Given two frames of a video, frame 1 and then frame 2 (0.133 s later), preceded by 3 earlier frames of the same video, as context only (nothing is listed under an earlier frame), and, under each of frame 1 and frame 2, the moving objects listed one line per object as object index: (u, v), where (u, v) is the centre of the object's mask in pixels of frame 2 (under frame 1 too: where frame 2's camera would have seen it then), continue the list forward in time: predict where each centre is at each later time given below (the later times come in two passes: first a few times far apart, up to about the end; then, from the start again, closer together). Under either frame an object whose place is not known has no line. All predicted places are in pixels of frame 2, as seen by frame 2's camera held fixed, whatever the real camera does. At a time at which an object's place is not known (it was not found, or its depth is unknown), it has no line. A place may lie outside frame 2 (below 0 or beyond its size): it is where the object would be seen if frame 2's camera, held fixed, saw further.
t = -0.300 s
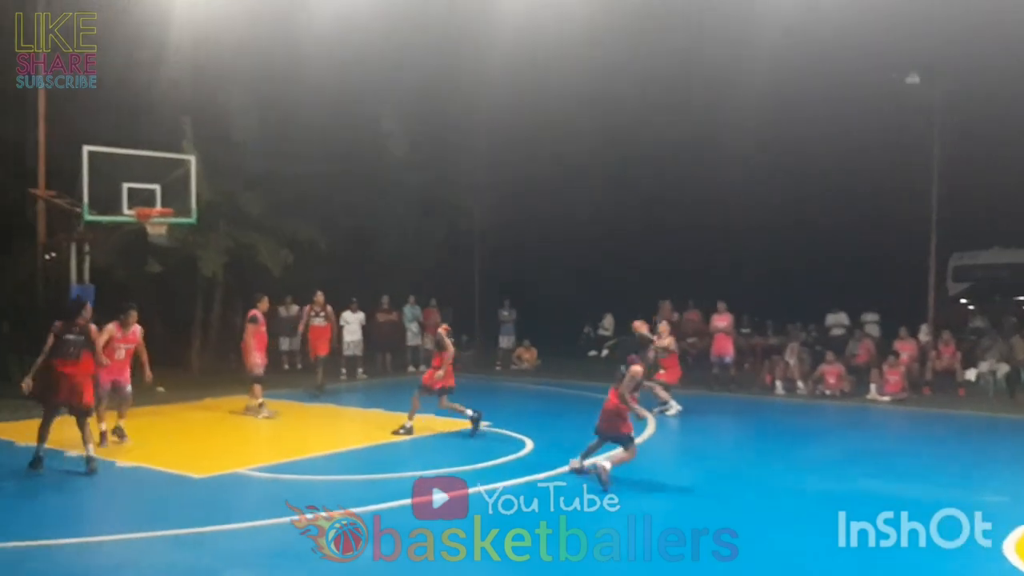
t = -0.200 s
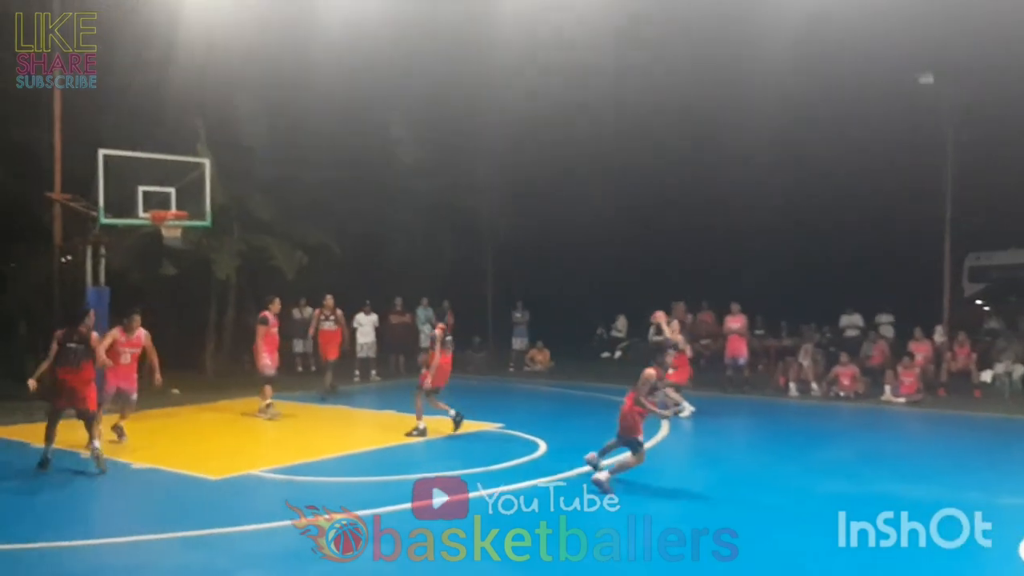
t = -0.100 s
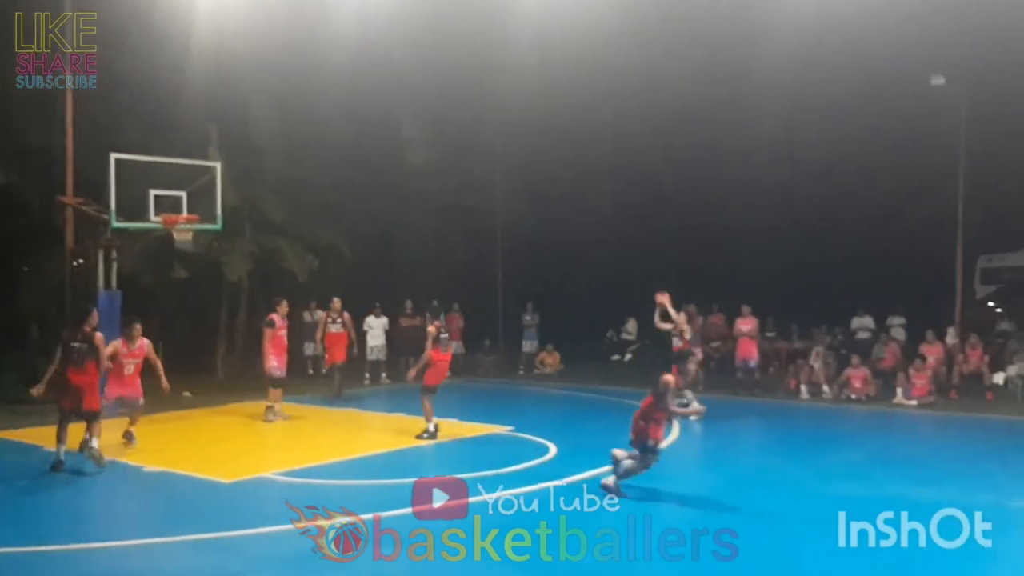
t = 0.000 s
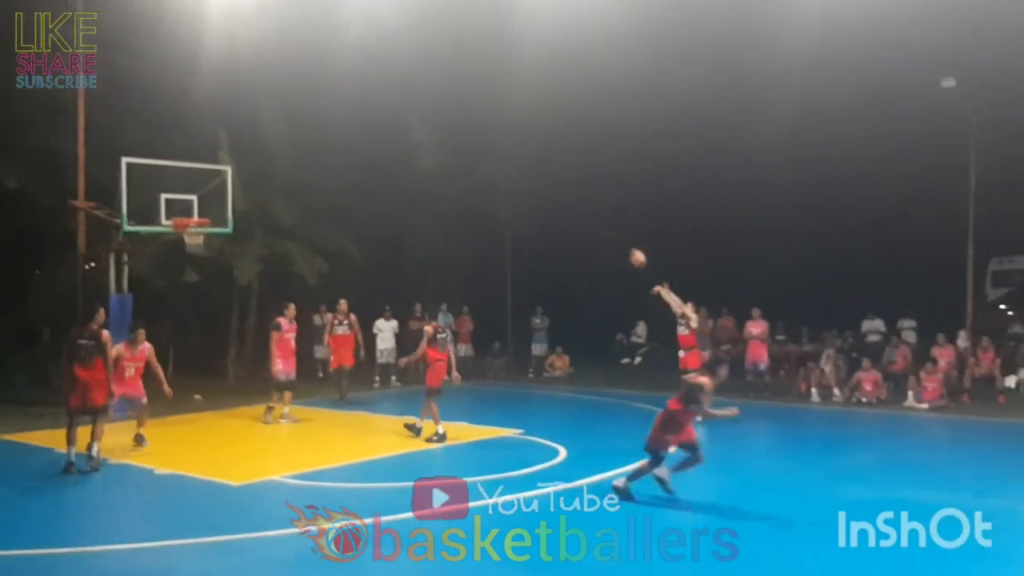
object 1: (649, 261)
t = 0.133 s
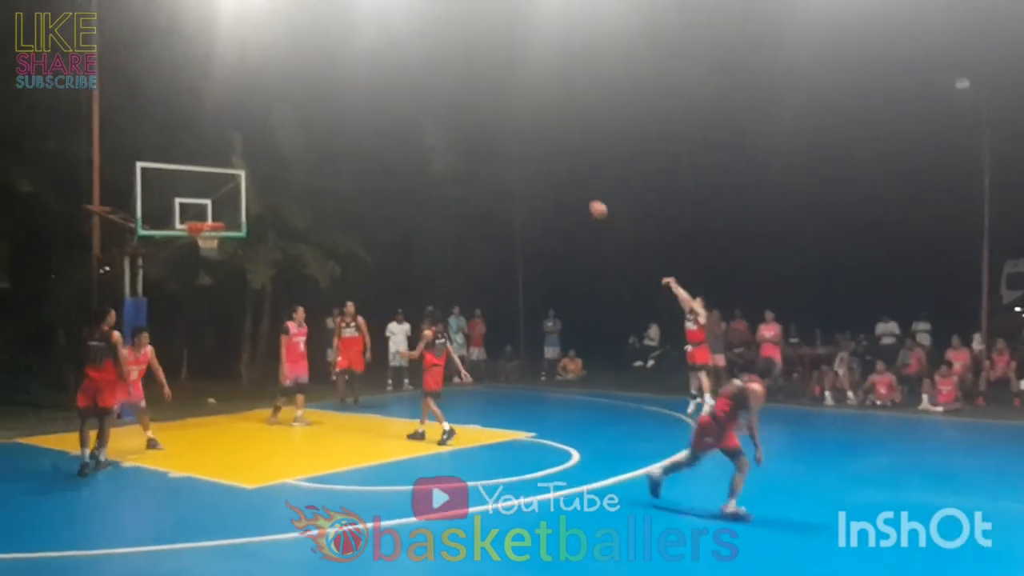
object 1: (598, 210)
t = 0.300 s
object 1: (534, 162)
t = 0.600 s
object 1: (421, 121)
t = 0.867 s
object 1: (324, 134)
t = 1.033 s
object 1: (264, 166)
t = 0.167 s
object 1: (585, 197)
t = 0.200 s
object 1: (572, 187)
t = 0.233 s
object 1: (559, 177)
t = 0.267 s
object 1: (546, 169)
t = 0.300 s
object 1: (534, 162)
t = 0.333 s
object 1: (520, 154)
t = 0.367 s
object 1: (508, 147)
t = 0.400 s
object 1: (495, 141)
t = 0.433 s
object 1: (483, 136)
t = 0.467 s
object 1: (470, 132)
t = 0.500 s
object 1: (458, 128)
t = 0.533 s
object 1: (446, 125)
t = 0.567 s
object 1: (433, 122)
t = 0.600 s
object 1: (421, 121)
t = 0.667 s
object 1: (396, 120)
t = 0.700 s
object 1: (384, 120)
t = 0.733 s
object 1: (372, 122)
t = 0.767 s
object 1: (360, 124)
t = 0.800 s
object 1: (347, 127)
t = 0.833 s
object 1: (335, 130)
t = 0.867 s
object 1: (324, 134)
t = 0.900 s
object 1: (312, 139)
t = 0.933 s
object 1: (300, 145)
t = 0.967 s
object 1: (288, 152)
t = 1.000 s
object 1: (276, 159)
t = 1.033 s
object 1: (264, 166)
